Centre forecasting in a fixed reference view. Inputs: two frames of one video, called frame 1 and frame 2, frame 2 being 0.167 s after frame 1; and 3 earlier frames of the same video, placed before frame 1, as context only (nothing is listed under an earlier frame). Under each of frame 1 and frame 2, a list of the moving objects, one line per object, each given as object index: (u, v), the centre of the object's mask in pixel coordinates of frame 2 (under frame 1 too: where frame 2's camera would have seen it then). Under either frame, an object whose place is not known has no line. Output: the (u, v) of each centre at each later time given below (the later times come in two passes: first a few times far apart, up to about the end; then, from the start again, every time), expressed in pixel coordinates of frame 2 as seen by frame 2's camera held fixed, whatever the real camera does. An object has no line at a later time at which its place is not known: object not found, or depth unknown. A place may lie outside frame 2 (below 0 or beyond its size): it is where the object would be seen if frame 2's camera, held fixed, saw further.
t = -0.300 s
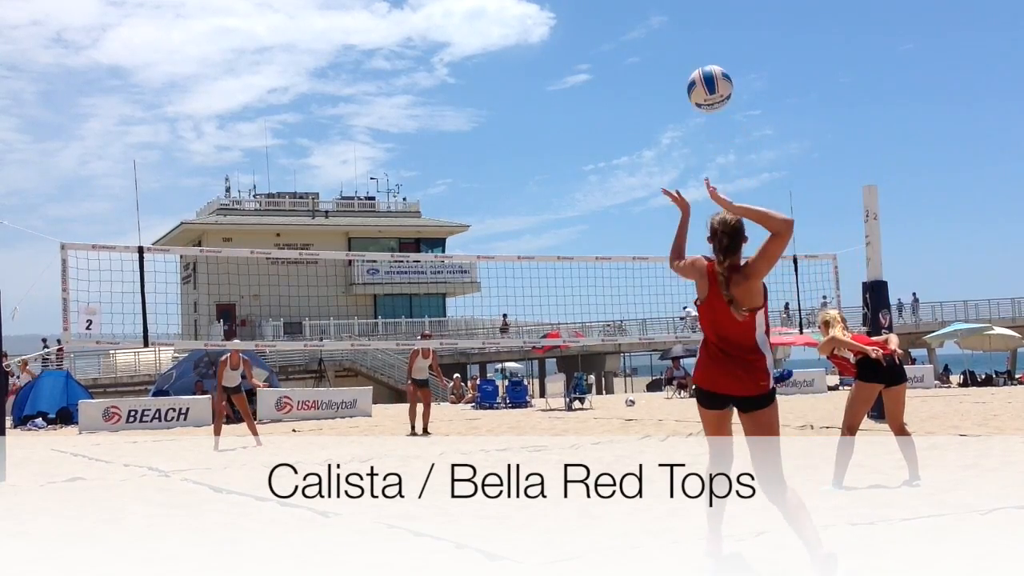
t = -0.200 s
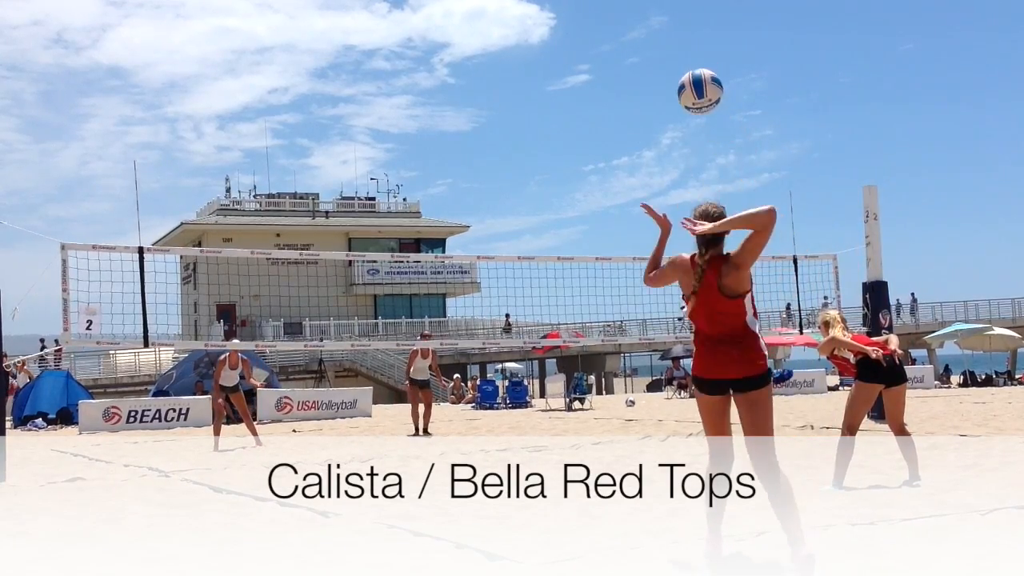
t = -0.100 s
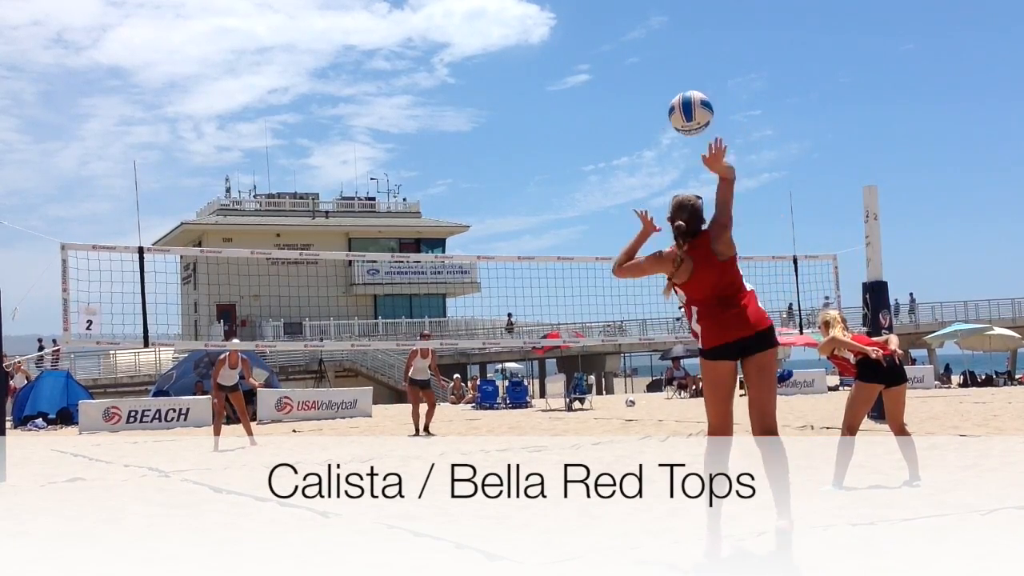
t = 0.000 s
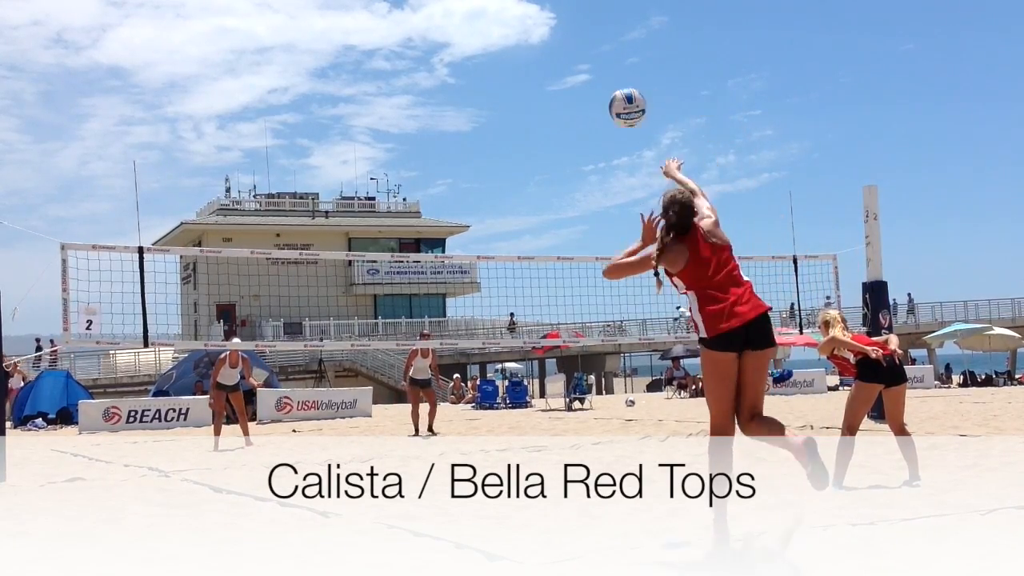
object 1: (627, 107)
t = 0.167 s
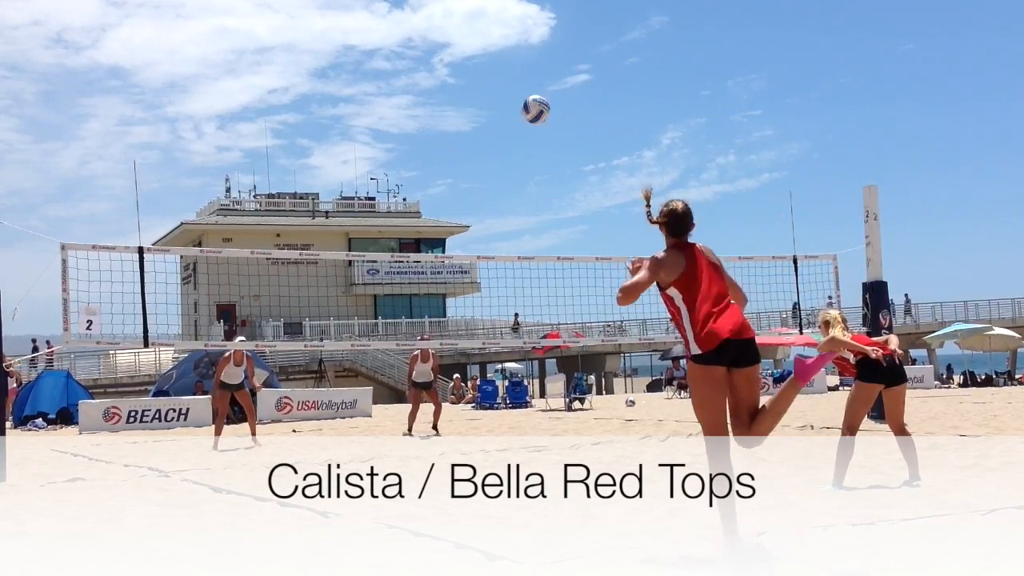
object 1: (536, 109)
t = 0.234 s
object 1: (508, 118)
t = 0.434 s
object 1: (446, 160)
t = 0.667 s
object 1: (405, 226)
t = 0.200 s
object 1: (522, 114)
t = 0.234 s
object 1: (508, 118)
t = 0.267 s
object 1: (495, 124)
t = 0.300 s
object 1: (483, 130)
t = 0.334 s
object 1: (473, 137)
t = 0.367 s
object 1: (463, 144)
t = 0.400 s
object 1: (454, 152)
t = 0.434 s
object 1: (446, 160)
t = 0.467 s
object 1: (439, 168)
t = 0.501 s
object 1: (432, 177)
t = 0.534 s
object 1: (426, 186)
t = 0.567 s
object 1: (420, 196)
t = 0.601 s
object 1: (416, 206)
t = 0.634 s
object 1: (411, 215)
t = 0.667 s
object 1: (405, 226)
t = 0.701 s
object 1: (401, 237)
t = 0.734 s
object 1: (397, 247)
